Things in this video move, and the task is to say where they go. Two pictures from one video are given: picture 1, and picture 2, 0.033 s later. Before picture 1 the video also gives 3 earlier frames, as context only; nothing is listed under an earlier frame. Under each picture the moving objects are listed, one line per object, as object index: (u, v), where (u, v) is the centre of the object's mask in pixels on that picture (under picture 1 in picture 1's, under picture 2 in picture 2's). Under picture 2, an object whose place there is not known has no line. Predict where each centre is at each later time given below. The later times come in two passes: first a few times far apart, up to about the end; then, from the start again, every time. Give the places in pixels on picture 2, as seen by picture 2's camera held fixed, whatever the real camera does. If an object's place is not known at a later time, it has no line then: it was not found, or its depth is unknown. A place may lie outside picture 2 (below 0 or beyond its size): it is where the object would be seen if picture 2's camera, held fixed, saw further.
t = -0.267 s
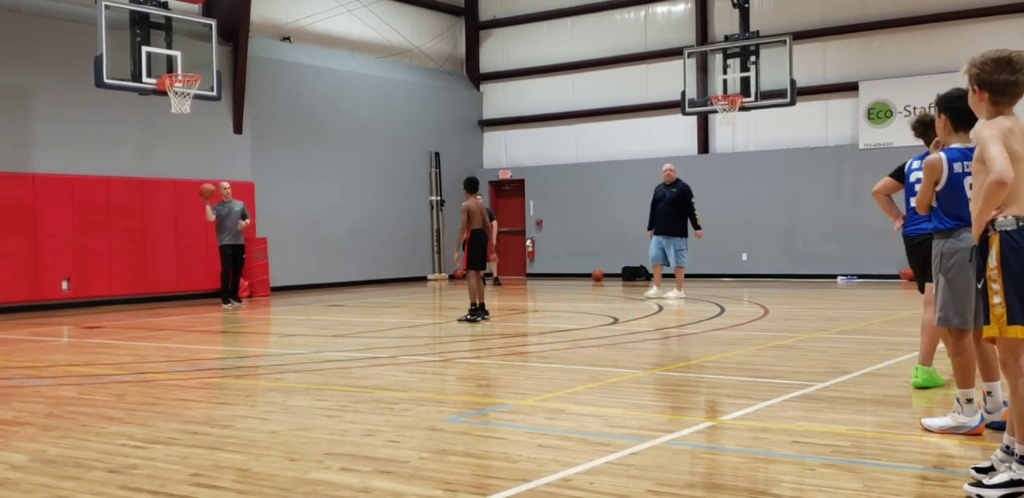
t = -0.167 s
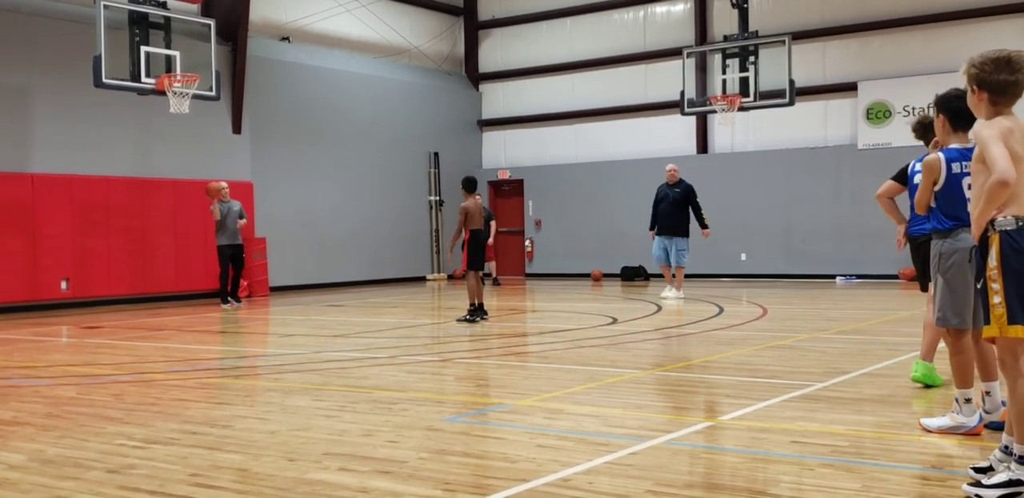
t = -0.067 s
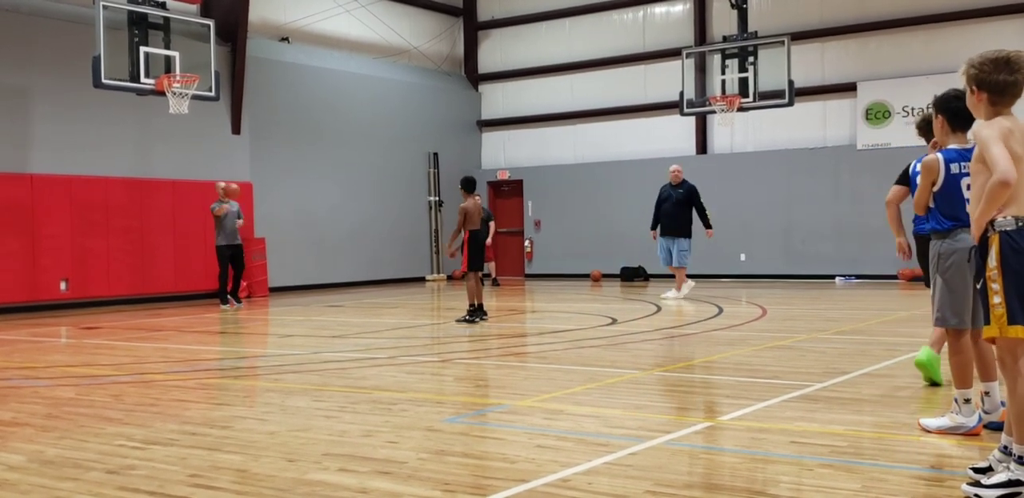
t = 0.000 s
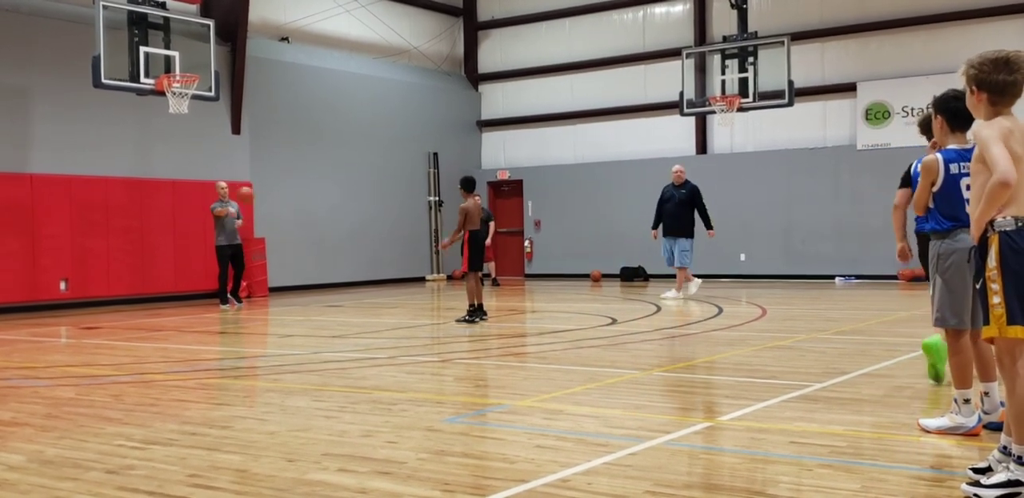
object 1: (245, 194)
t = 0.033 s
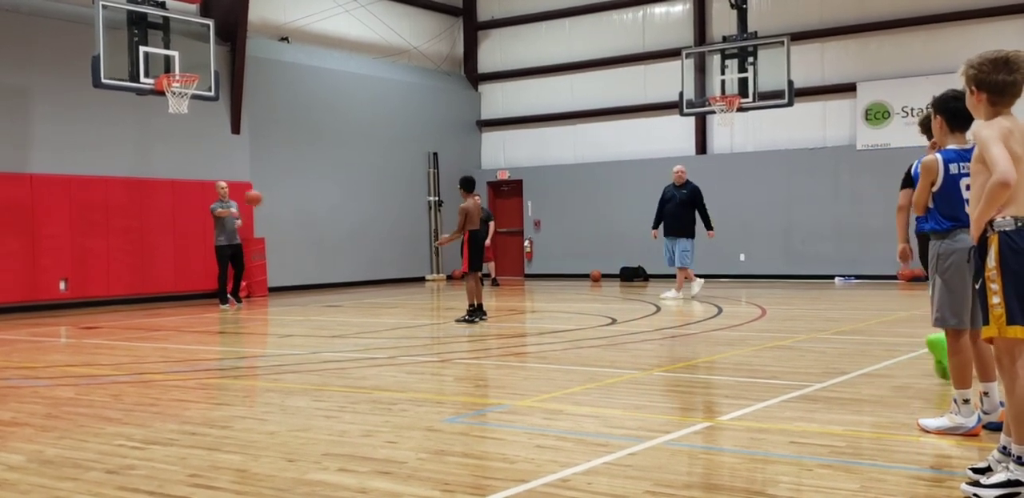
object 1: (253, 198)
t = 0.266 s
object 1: (307, 245)
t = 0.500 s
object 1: (357, 285)
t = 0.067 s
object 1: (260, 202)
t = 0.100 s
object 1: (267, 207)
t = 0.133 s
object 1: (275, 213)
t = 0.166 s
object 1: (283, 220)
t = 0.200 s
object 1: (291, 227)
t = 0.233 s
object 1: (299, 236)
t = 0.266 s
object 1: (307, 245)
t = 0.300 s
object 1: (315, 256)
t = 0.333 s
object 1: (324, 268)
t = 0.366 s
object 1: (333, 281)
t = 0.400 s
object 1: (341, 294)
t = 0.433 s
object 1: (350, 306)
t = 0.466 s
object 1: (353, 295)
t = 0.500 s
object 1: (357, 285)
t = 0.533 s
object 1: (362, 275)
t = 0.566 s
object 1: (366, 266)
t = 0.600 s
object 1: (370, 258)
